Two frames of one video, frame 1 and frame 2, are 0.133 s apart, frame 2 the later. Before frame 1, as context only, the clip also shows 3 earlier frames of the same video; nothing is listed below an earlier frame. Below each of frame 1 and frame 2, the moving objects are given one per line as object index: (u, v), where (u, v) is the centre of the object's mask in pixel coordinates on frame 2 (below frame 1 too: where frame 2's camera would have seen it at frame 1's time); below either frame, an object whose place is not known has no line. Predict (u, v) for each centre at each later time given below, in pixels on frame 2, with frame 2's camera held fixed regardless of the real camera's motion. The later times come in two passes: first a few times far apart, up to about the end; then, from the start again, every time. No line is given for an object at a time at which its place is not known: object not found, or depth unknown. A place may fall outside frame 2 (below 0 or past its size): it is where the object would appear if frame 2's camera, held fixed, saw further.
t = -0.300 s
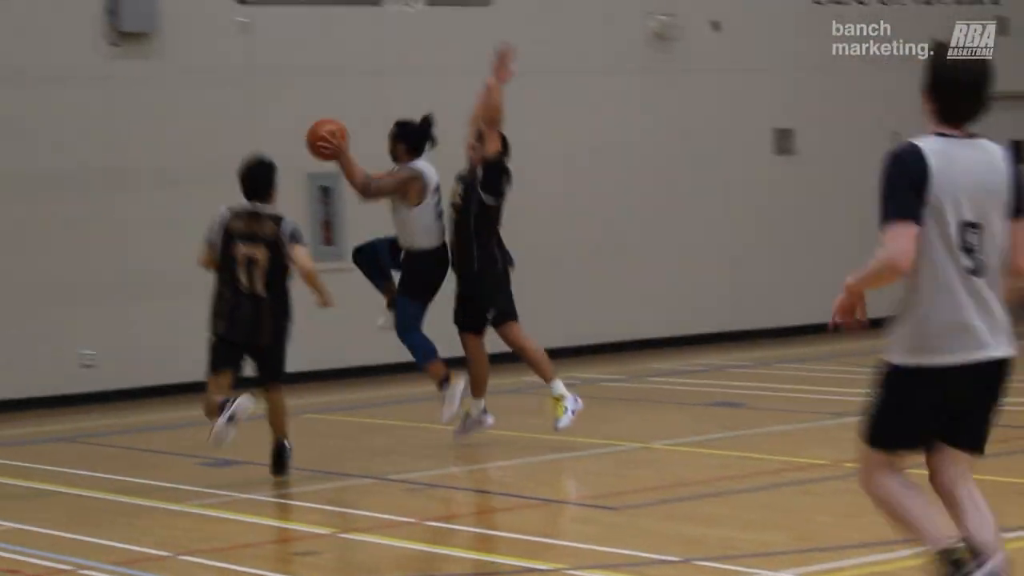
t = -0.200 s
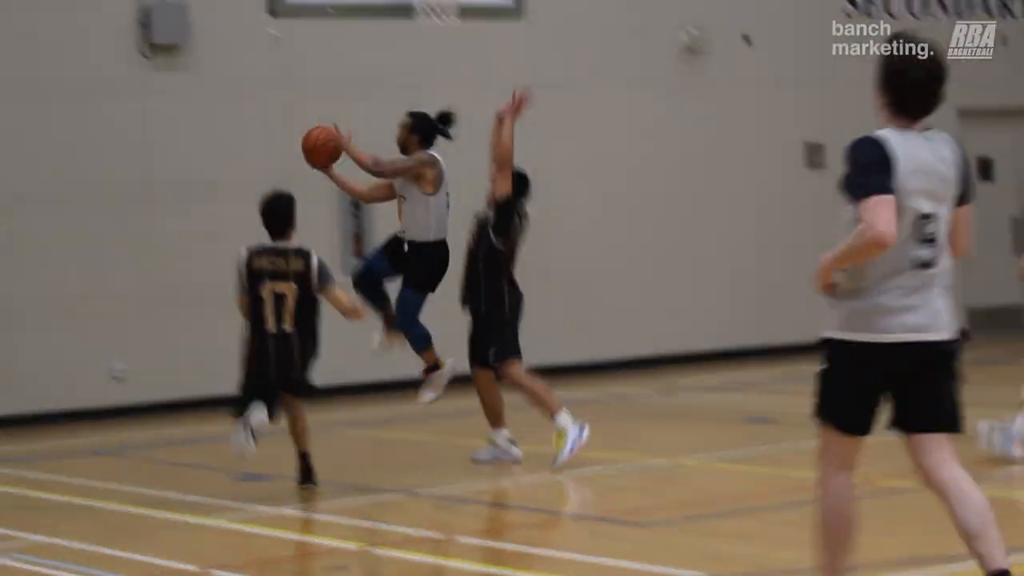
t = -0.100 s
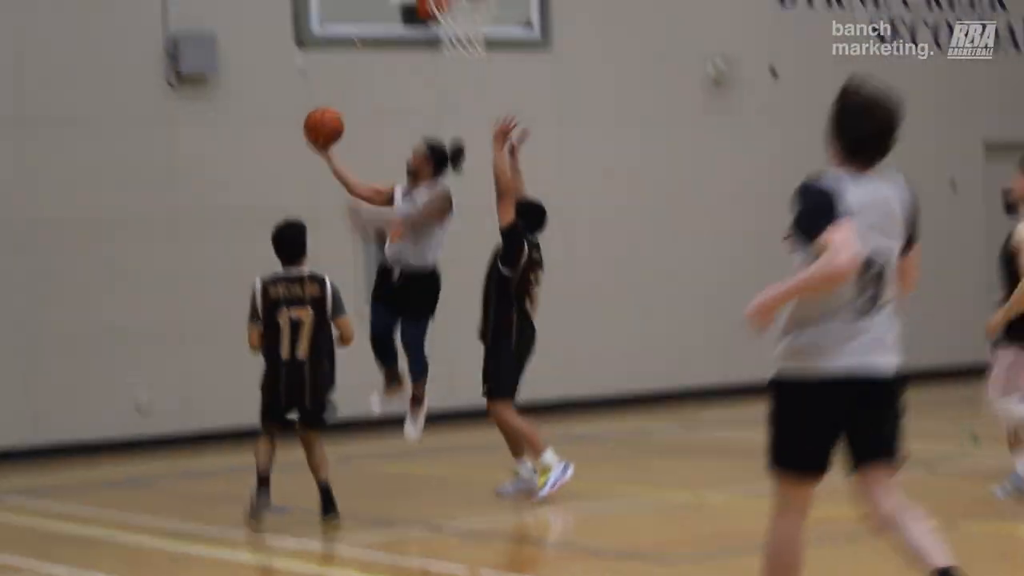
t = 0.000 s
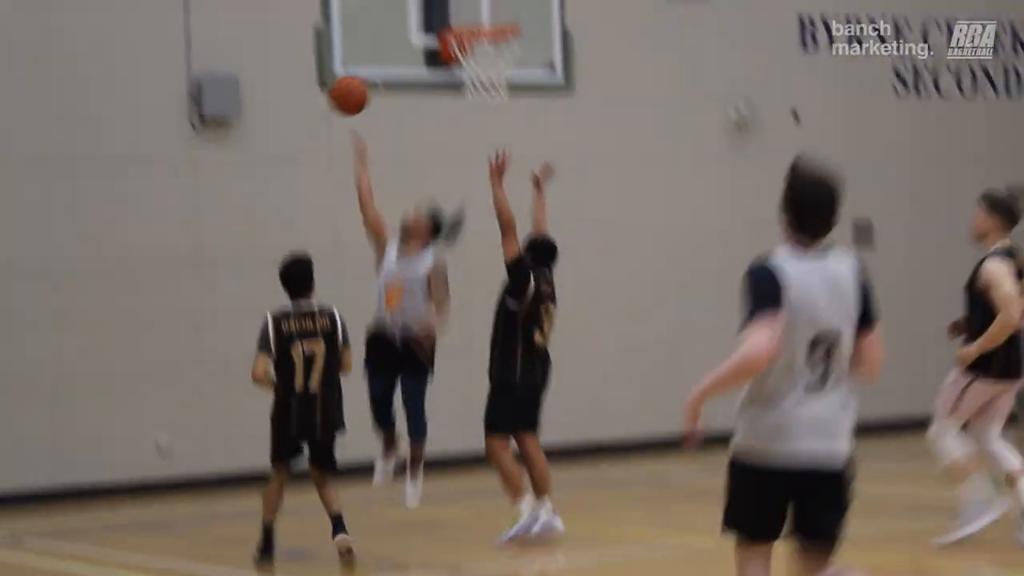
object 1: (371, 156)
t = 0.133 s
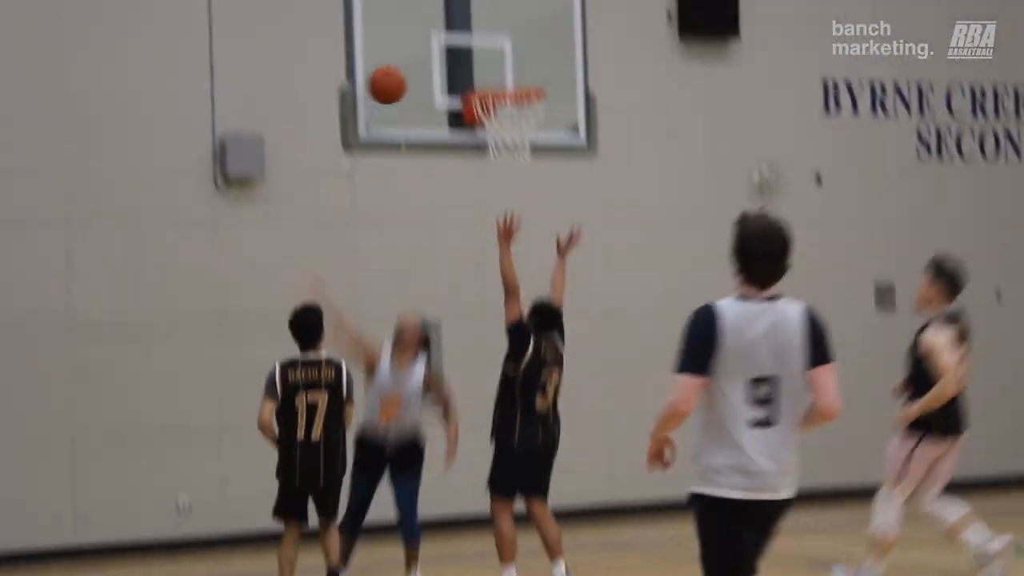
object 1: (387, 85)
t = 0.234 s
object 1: (404, 52)
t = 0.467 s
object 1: (489, 40)
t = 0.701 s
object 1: (572, 114)
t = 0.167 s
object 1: (390, 72)
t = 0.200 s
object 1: (394, 61)
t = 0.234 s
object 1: (404, 52)
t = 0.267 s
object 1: (415, 45)
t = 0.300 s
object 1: (427, 40)
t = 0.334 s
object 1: (439, 37)
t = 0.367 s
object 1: (451, 35)
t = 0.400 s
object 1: (463, 35)
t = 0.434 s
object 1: (476, 37)
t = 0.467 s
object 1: (489, 40)
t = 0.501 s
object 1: (501, 46)
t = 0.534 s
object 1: (513, 52)
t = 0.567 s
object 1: (527, 61)
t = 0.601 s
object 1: (536, 71)
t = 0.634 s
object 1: (549, 84)
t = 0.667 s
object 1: (561, 97)
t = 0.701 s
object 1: (572, 114)
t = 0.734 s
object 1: (586, 132)
